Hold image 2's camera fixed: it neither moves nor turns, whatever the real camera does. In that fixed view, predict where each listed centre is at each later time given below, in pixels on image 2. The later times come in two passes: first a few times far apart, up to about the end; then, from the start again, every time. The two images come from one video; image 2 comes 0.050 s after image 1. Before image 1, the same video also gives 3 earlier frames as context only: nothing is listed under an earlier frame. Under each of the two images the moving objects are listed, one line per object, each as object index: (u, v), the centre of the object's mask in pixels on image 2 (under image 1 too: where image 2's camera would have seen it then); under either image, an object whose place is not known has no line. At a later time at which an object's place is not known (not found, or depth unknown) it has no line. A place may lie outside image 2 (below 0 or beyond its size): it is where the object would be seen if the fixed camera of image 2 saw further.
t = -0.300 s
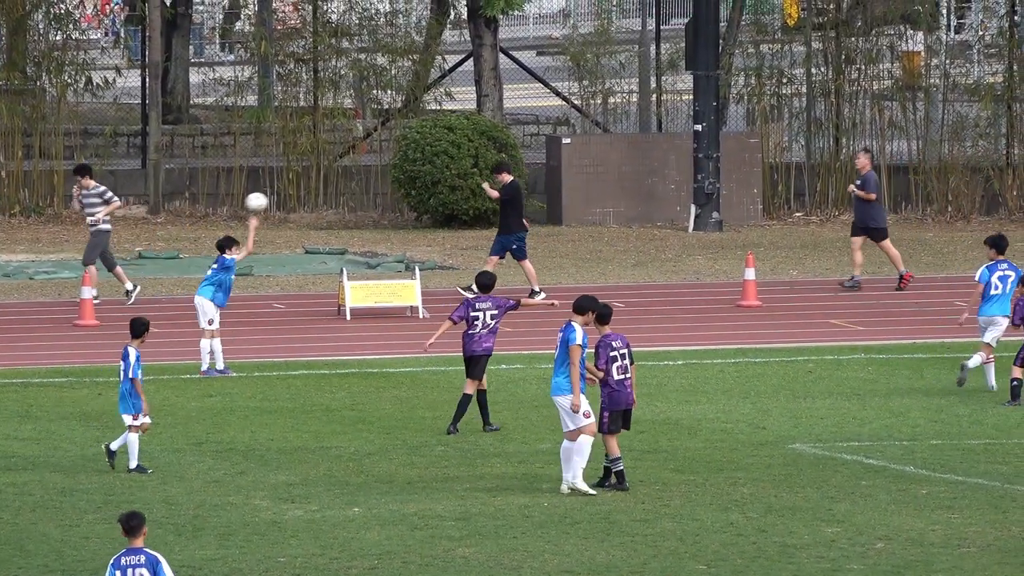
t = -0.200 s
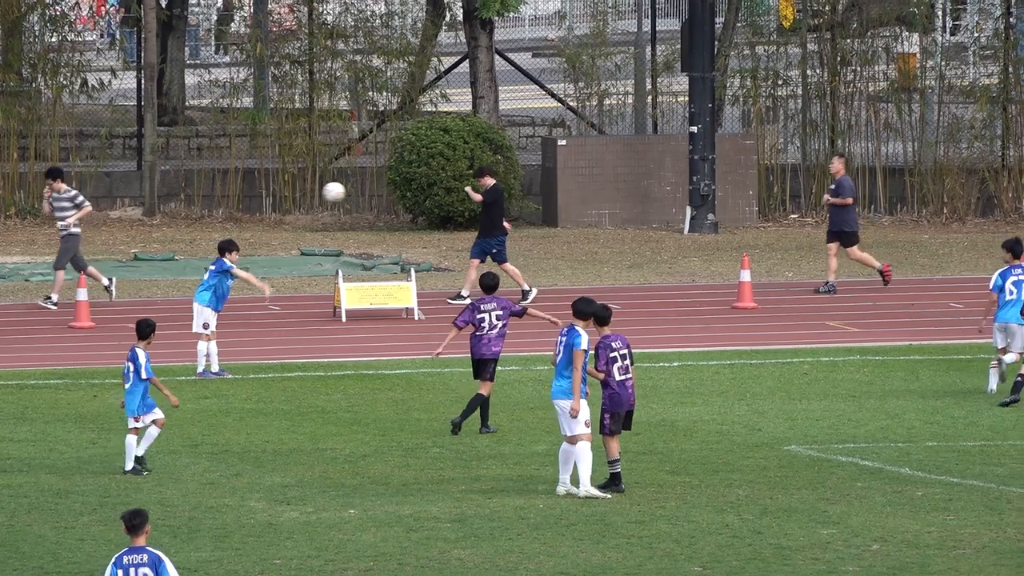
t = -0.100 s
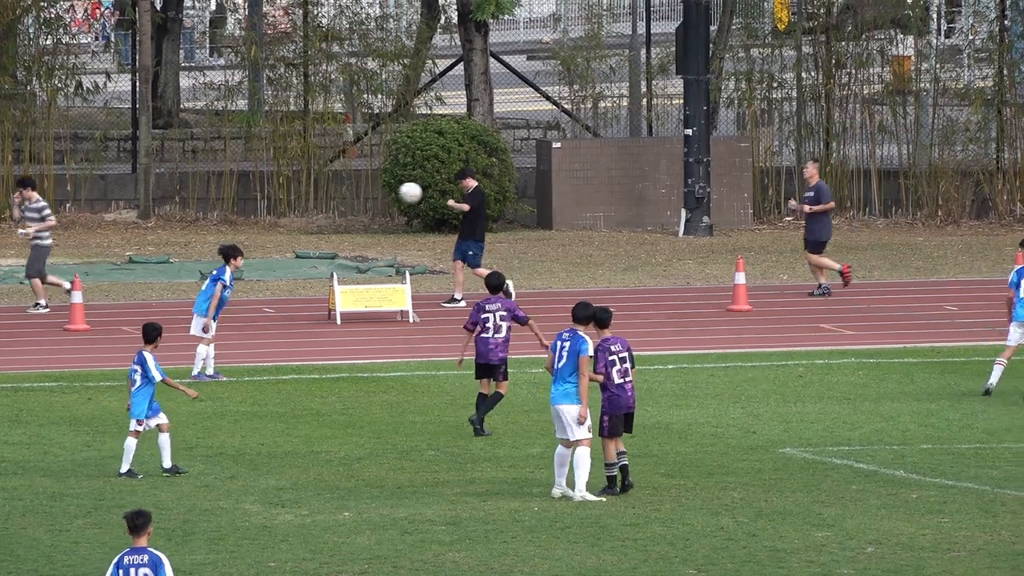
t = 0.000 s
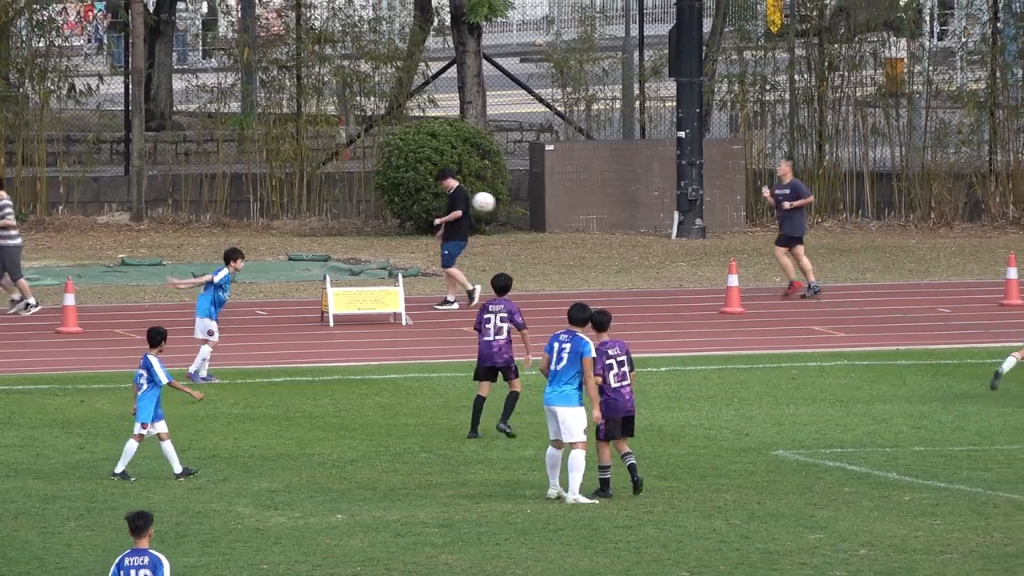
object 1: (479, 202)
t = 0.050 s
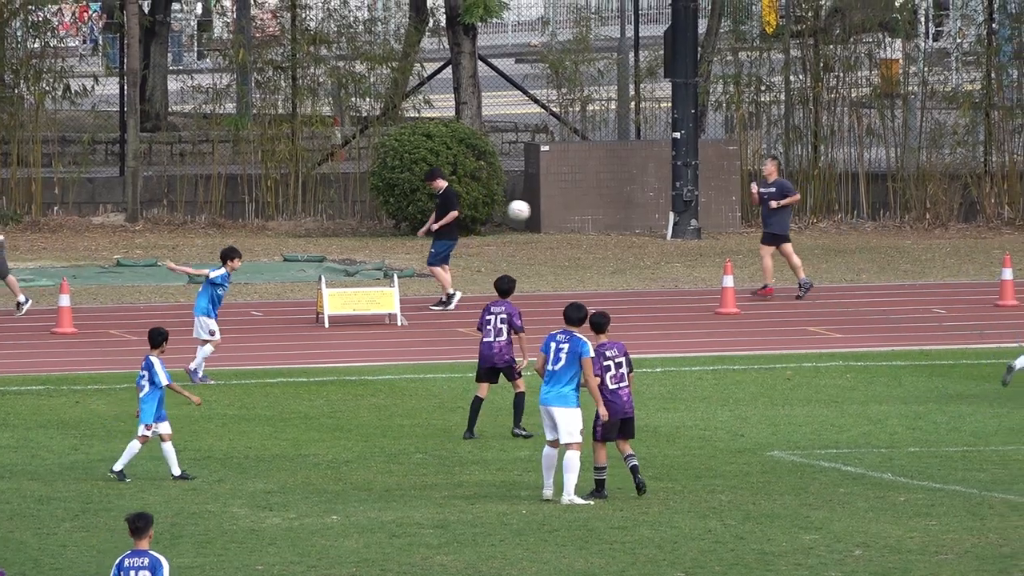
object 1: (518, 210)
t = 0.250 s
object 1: (677, 262)
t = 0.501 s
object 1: (870, 375)
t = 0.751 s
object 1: (953, 322)
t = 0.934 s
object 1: (1016, 320)
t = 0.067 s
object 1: (532, 213)
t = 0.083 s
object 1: (545, 216)
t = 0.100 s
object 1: (559, 219)
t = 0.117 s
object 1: (572, 223)
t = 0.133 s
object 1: (585, 227)
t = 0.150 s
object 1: (598, 231)
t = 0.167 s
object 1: (611, 236)
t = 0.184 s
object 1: (625, 240)
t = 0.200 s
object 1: (637, 245)
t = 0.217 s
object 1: (651, 251)
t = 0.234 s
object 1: (664, 257)
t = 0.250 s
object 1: (677, 262)
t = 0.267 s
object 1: (691, 268)
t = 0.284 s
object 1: (704, 275)
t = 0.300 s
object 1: (716, 281)
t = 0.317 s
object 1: (730, 287)
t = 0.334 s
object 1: (743, 295)
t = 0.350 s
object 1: (756, 302)
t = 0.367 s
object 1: (769, 310)
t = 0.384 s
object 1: (782, 318)
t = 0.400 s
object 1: (795, 326)
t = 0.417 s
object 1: (808, 334)
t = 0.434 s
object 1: (821, 344)
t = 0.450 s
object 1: (834, 353)
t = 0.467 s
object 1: (847, 362)
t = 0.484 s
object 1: (859, 371)
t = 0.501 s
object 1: (870, 375)
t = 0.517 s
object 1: (875, 371)
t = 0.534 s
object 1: (880, 365)
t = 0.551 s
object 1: (886, 360)
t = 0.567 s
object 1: (892, 356)
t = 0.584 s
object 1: (897, 352)
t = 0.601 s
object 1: (903, 348)
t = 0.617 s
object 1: (908, 343)
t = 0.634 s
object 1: (914, 340)
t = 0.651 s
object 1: (919, 337)
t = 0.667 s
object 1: (925, 334)
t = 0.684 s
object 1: (931, 331)
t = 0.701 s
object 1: (936, 329)
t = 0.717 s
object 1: (942, 326)
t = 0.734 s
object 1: (948, 324)
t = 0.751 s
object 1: (953, 322)
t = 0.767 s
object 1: (959, 321)
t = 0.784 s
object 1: (965, 319)
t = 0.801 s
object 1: (970, 319)
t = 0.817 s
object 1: (976, 318)
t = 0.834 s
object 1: (982, 317)
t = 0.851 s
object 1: (987, 317)
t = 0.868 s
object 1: (993, 317)
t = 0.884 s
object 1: (999, 317)
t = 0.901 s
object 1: (1004, 318)
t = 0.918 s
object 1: (1010, 319)
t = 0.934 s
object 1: (1016, 320)
